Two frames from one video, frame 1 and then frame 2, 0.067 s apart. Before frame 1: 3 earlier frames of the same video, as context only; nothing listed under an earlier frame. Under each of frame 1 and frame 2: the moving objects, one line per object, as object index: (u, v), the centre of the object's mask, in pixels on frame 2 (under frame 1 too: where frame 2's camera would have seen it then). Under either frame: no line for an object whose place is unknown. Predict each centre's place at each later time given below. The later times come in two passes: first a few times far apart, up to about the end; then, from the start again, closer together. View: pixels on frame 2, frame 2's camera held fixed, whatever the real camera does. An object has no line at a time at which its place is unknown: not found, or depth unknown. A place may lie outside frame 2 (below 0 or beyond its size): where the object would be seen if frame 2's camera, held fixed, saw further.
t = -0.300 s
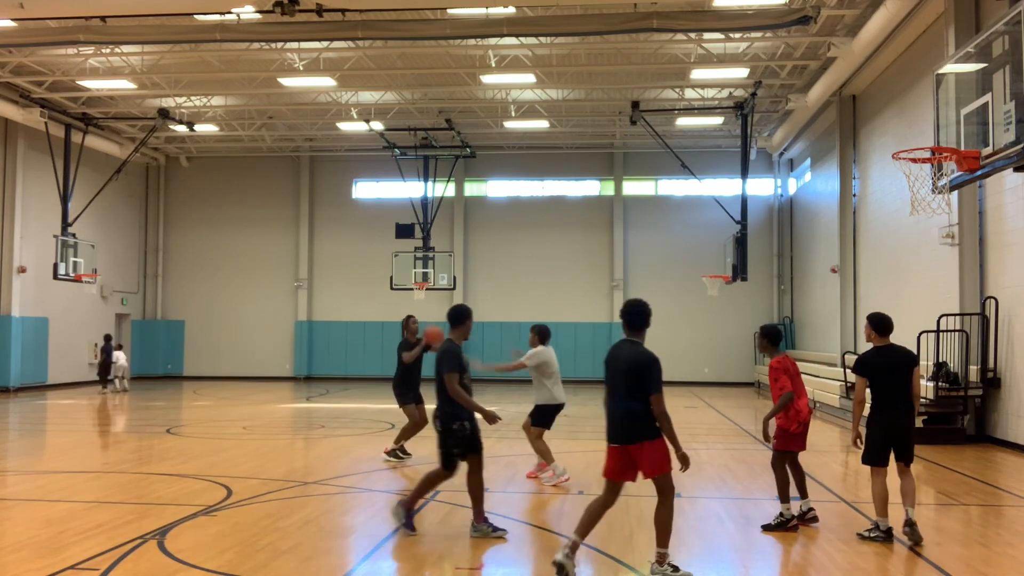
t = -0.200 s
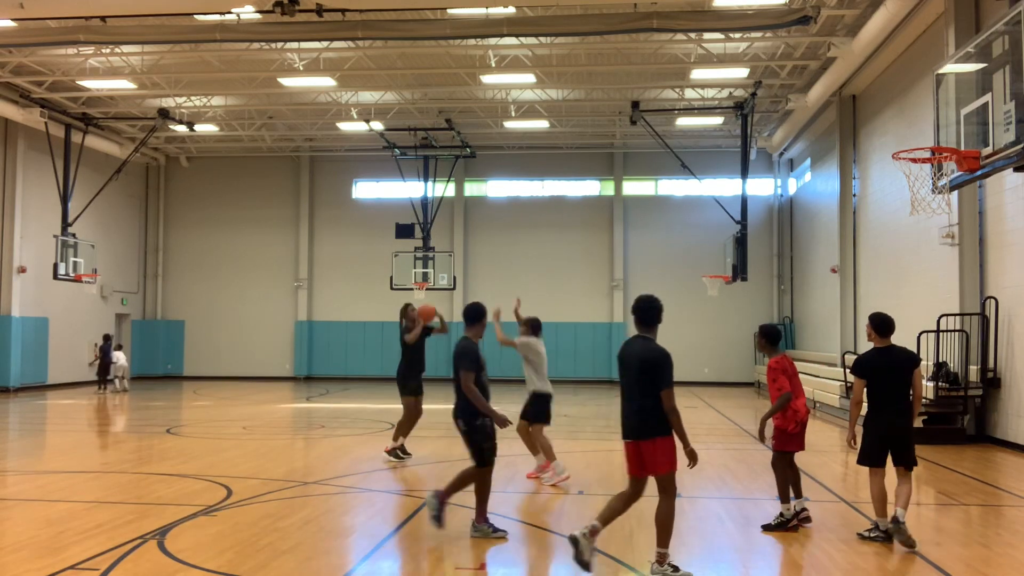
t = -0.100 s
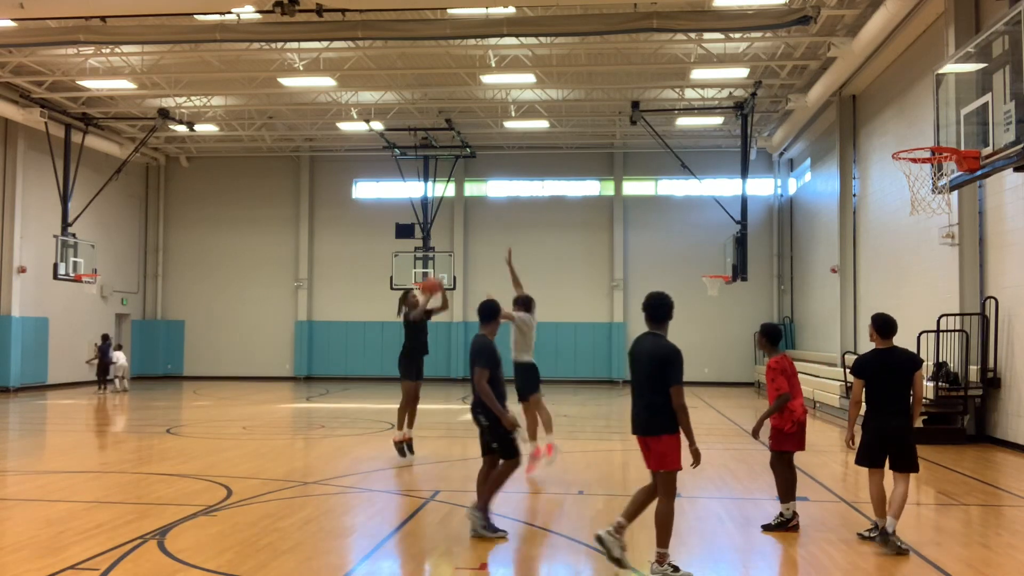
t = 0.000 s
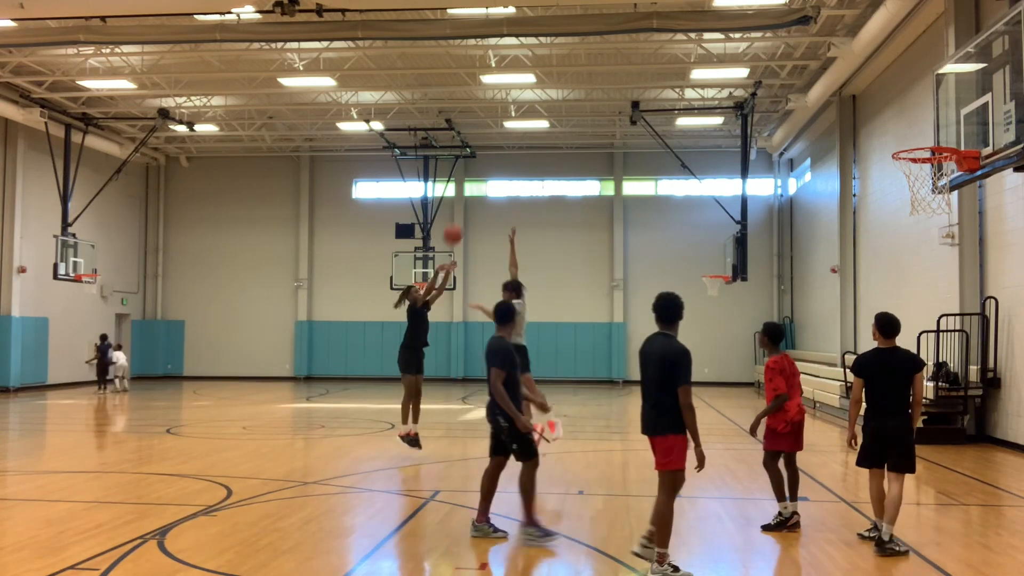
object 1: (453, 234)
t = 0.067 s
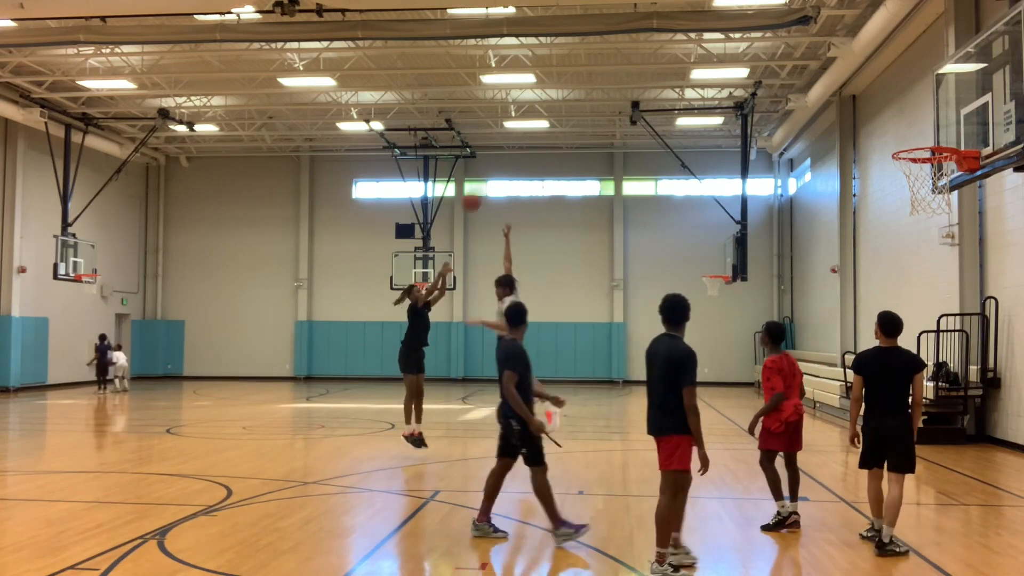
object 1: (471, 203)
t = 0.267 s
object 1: (532, 114)
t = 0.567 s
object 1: (636, 36)
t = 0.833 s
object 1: (746, 30)
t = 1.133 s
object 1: (898, 121)
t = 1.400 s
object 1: (978, 226)
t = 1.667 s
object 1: (1012, 380)
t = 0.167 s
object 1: (501, 155)
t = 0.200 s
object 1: (511, 141)
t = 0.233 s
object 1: (520, 130)
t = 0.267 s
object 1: (532, 114)
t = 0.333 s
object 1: (554, 92)
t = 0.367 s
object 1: (565, 82)
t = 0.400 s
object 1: (577, 72)
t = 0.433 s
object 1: (588, 63)
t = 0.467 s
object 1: (599, 55)
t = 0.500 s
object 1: (611, 48)
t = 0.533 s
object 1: (624, 42)
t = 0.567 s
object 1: (636, 36)
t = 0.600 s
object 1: (649, 32)
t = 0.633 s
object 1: (662, 28)
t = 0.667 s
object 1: (676, 26)
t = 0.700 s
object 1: (690, 25)
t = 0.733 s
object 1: (703, 24)
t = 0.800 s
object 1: (731, 27)
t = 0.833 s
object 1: (746, 30)
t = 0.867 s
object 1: (762, 35)
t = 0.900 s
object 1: (778, 41)
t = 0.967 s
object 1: (810, 57)
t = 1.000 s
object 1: (826, 66)
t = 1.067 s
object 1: (862, 91)
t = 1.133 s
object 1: (898, 121)
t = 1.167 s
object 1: (916, 137)
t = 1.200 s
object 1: (935, 162)
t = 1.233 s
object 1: (952, 177)
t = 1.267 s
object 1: (960, 186)
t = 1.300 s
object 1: (965, 194)
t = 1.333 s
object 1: (969, 203)
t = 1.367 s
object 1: (973, 214)
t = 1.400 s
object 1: (978, 226)
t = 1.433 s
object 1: (982, 240)
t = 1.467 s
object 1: (987, 255)
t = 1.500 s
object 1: (992, 272)
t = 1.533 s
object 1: (996, 289)
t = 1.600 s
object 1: (1007, 332)
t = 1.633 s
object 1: (1010, 355)
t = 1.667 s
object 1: (1012, 380)
